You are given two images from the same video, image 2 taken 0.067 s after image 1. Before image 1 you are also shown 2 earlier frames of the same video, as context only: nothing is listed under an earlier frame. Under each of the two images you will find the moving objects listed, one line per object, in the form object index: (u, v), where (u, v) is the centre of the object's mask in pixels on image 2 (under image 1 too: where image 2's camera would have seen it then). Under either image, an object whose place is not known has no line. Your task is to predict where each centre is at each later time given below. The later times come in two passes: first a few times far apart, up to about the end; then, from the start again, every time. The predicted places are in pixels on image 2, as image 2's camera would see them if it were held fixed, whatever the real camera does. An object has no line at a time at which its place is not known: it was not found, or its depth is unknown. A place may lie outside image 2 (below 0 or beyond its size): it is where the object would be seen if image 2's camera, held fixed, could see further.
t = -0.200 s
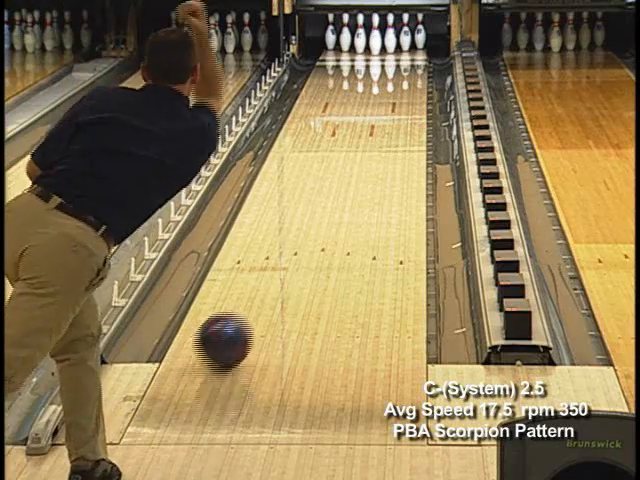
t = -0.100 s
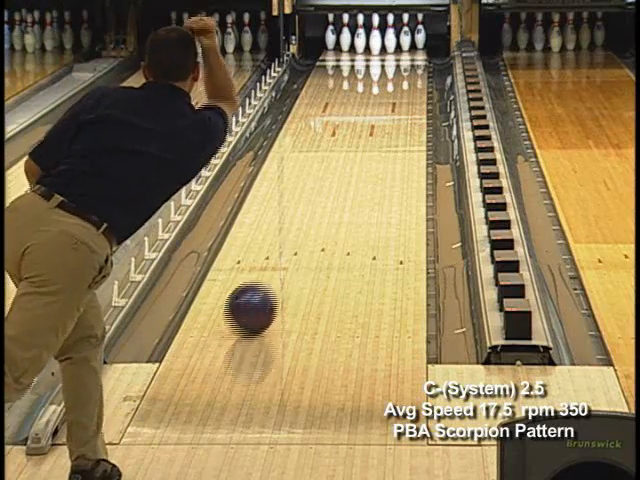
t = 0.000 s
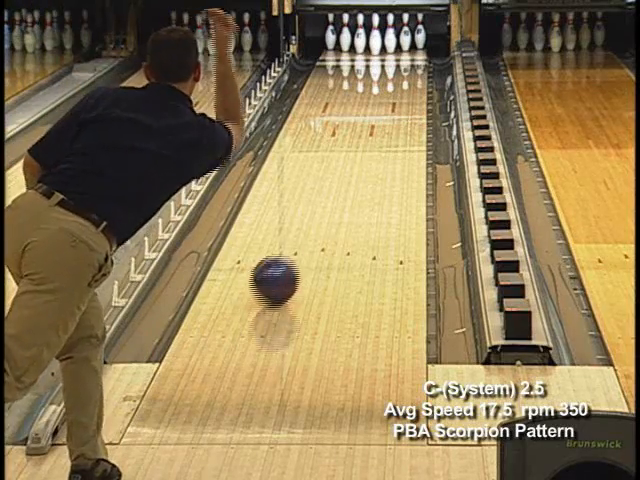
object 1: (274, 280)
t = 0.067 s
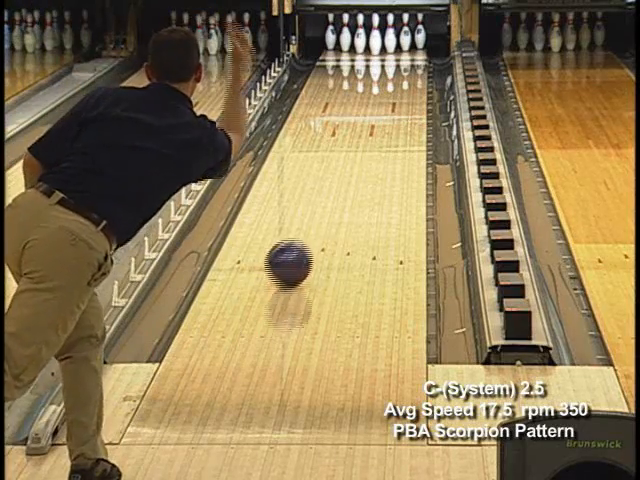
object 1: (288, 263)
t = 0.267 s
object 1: (324, 220)
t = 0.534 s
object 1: (359, 174)
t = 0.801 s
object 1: (384, 138)
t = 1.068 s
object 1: (401, 110)
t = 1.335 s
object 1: (410, 88)
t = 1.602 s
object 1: (411, 70)
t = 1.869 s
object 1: (401, 56)
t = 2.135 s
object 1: (389, 45)
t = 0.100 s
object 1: (295, 256)
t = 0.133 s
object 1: (301, 248)
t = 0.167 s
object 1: (307, 240)
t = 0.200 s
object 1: (313, 233)
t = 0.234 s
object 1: (318, 226)
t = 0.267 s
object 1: (324, 220)
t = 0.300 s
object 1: (329, 213)
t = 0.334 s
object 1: (334, 207)
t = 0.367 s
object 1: (338, 201)
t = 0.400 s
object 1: (343, 195)
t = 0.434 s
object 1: (347, 190)
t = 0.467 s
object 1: (351, 184)
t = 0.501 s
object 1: (355, 179)
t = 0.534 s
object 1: (359, 174)
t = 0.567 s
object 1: (363, 169)
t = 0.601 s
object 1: (366, 164)
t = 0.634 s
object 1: (369, 159)
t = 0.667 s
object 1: (373, 154)
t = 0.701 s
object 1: (376, 150)
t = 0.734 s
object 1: (379, 146)
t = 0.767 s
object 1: (382, 142)
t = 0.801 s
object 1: (384, 138)
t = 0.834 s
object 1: (387, 134)
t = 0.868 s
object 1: (389, 130)
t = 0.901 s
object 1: (392, 127)
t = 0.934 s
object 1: (394, 124)
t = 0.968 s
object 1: (396, 120)
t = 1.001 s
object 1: (398, 117)
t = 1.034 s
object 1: (400, 113)
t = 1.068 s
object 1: (401, 110)
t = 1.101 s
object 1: (402, 108)
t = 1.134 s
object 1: (404, 104)
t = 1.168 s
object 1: (405, 101)
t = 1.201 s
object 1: (407, 98)
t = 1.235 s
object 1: (408, 95)
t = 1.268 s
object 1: (409, 93)
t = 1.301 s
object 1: (410, 90)
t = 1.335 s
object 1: (410, 88)
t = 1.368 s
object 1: (411, 85)
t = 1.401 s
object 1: (411, 83)
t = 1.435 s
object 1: (412, 81)
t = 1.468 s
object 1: (412, 78)
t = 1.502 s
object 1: (412, 76)
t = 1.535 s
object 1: (412, 74)
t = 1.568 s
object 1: (411, 72)
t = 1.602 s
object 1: (411, 70)
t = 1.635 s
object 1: (410, 68)
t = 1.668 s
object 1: (409, 66)
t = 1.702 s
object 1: (409, 64)
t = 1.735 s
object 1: (407, 62)
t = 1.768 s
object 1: (407, 61)
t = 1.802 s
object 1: (405, 59)
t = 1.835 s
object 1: (402, 57)
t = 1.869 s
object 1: (401, 56)
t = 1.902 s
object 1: (399, 54)
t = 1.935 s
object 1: (398, 53)
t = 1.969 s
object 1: (395, 51)
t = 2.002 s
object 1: (393, 50)
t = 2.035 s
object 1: (393, 48)
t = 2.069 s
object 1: (391, 47)
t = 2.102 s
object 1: (389, 46)
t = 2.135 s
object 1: (389, 45)
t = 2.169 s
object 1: (390, 44)
